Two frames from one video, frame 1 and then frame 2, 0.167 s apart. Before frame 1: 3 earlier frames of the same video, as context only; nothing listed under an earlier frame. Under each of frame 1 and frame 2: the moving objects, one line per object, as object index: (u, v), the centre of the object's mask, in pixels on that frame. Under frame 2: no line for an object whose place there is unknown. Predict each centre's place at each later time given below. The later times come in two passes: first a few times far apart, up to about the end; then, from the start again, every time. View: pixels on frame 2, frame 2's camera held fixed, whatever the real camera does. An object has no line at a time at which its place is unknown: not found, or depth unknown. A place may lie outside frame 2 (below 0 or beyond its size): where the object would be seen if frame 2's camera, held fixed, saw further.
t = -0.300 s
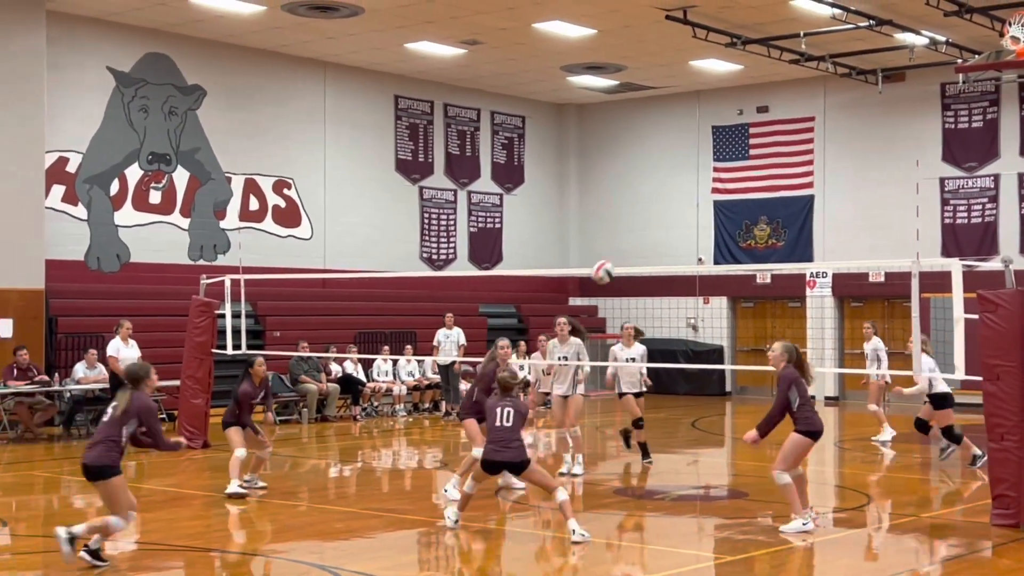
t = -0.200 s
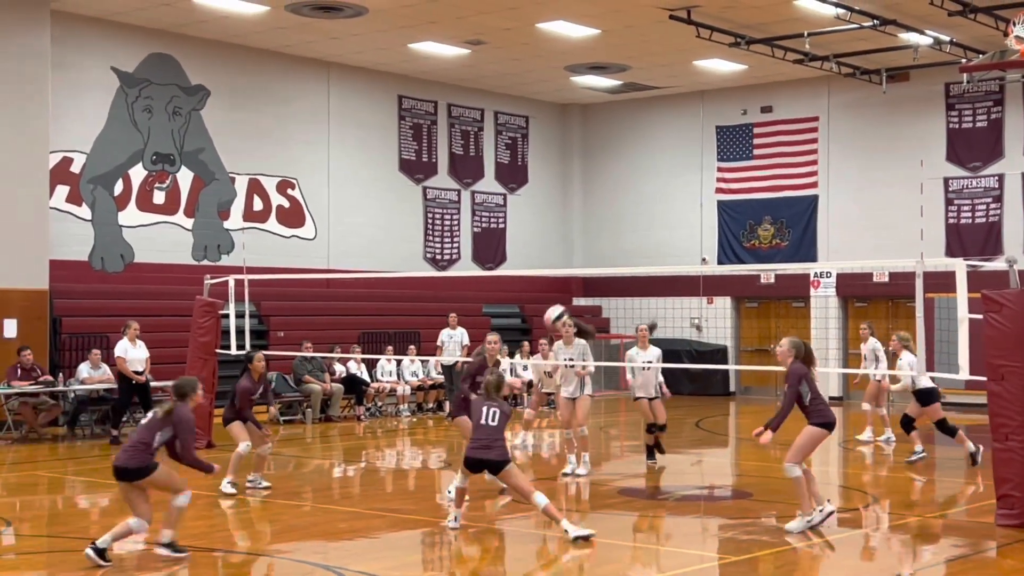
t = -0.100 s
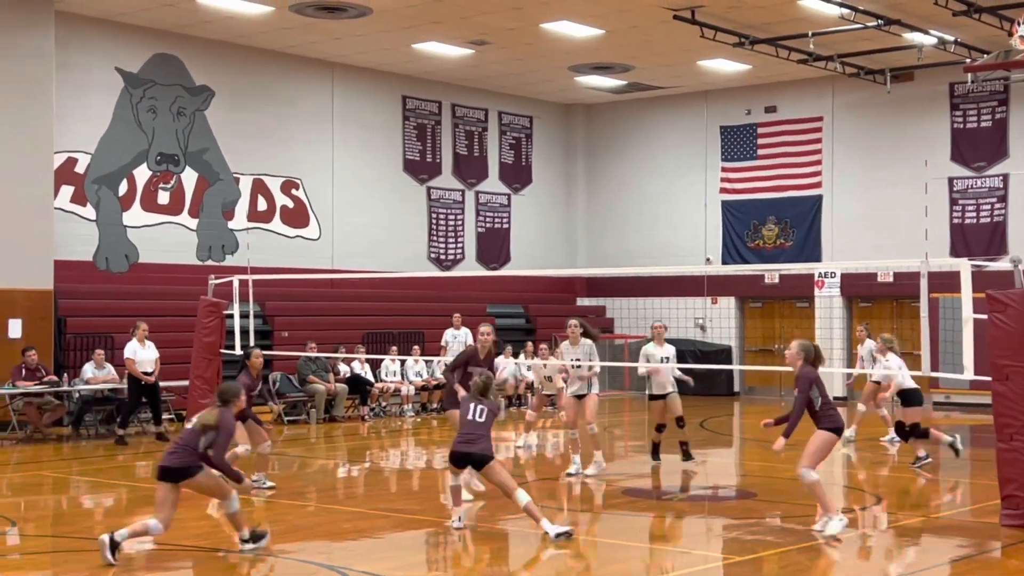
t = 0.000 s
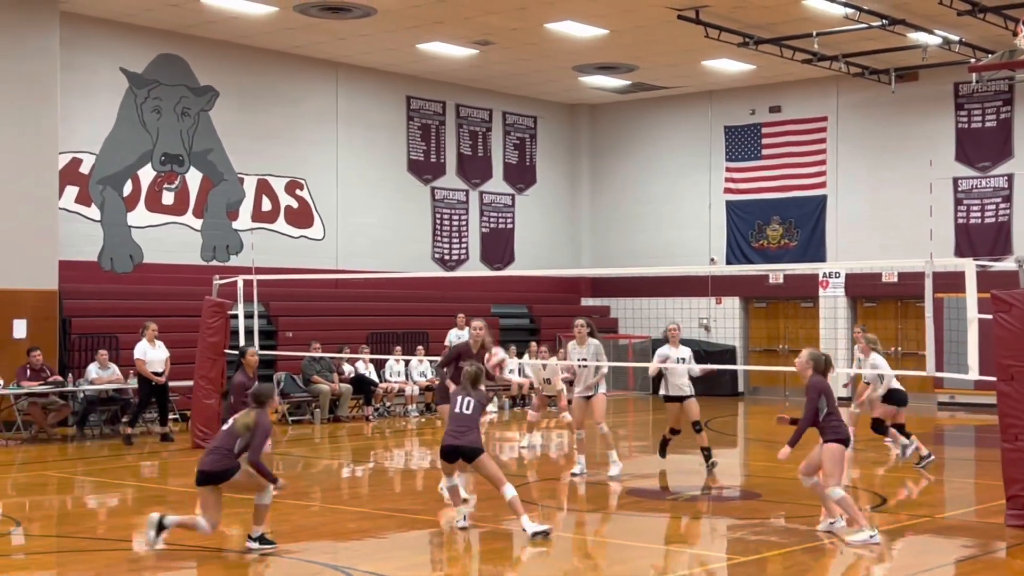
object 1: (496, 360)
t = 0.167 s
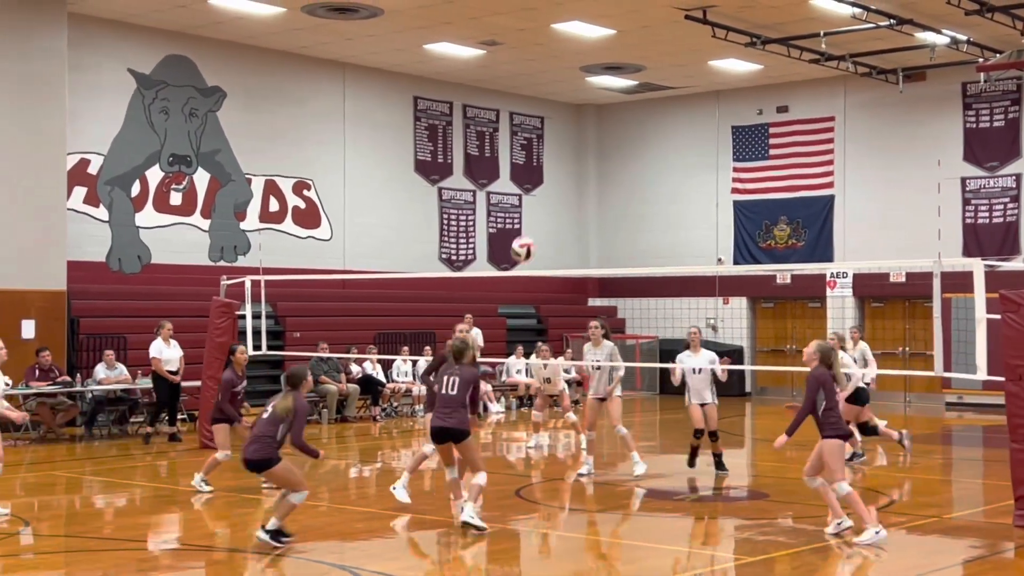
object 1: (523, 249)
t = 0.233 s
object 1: (531, 213)
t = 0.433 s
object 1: (553, 136)
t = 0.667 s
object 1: (575, 103)
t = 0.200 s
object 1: (526, 231)
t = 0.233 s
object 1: (531, 213)
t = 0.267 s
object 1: (535, 197)
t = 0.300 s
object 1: (537, 183)
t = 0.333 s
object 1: (540, 169)
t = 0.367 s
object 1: (544, 157)
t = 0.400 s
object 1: (548, 146)
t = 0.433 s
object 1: (553, 136)
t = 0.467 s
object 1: (555, 127)
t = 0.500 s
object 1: (559, 121)
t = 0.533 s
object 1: (562, 114)
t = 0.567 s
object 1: (566, 110)
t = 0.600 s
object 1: (568, 108)
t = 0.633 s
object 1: (572, 105)
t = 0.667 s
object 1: (575, 103)
